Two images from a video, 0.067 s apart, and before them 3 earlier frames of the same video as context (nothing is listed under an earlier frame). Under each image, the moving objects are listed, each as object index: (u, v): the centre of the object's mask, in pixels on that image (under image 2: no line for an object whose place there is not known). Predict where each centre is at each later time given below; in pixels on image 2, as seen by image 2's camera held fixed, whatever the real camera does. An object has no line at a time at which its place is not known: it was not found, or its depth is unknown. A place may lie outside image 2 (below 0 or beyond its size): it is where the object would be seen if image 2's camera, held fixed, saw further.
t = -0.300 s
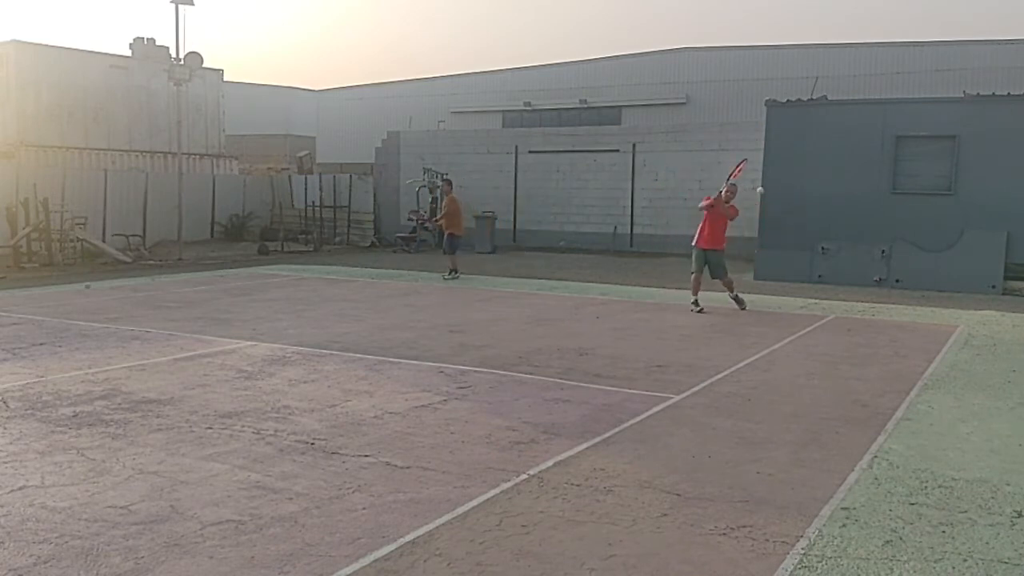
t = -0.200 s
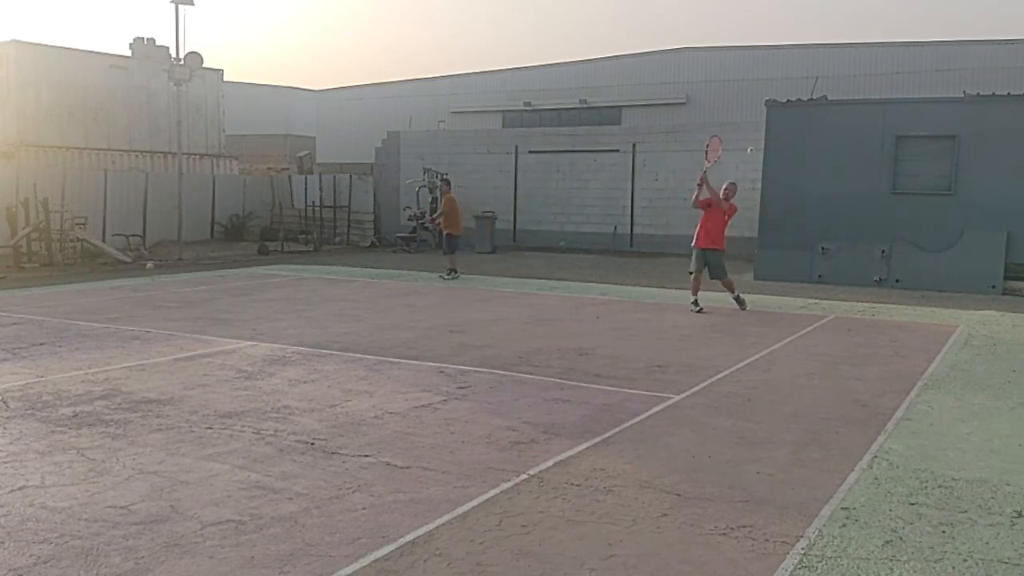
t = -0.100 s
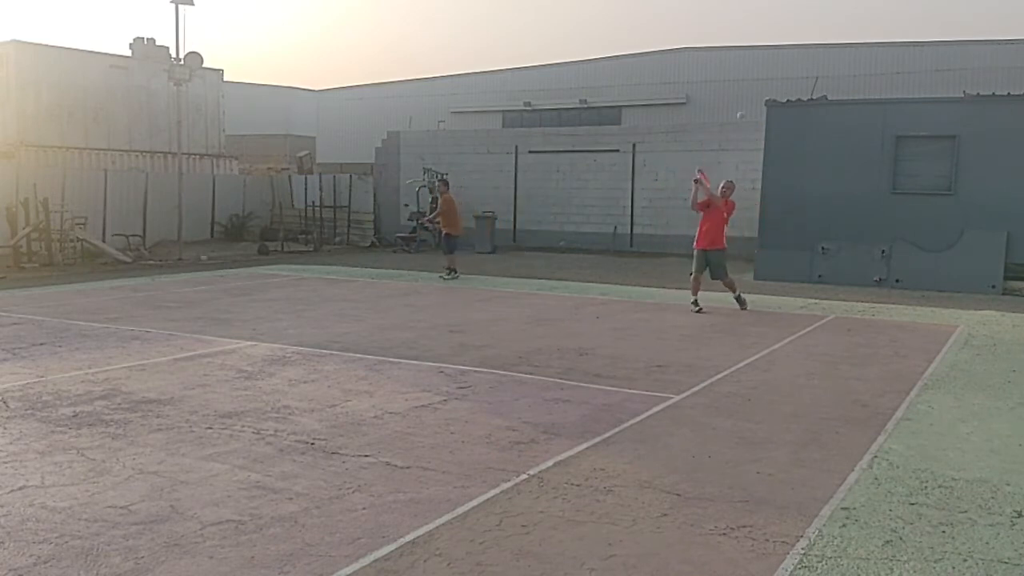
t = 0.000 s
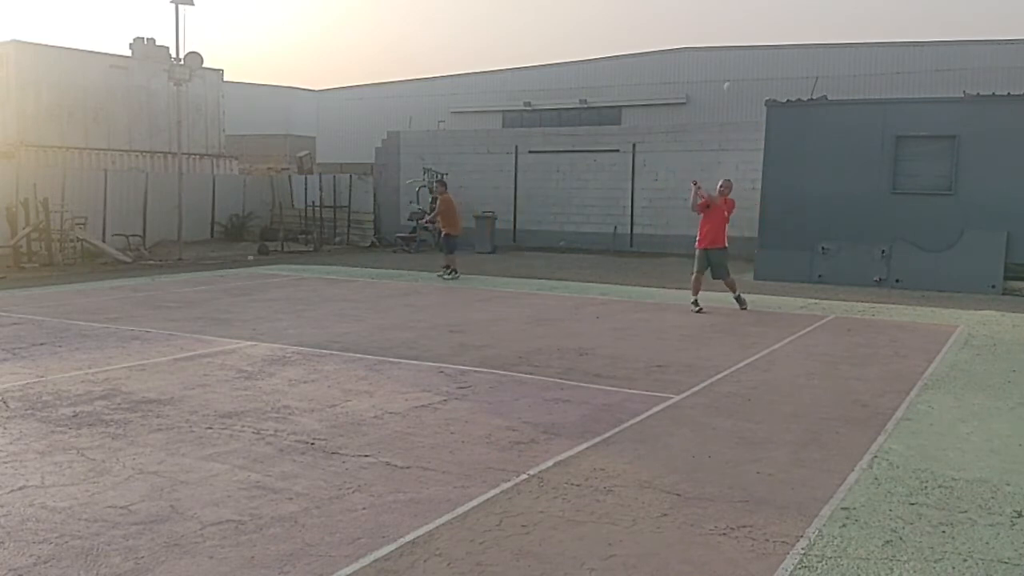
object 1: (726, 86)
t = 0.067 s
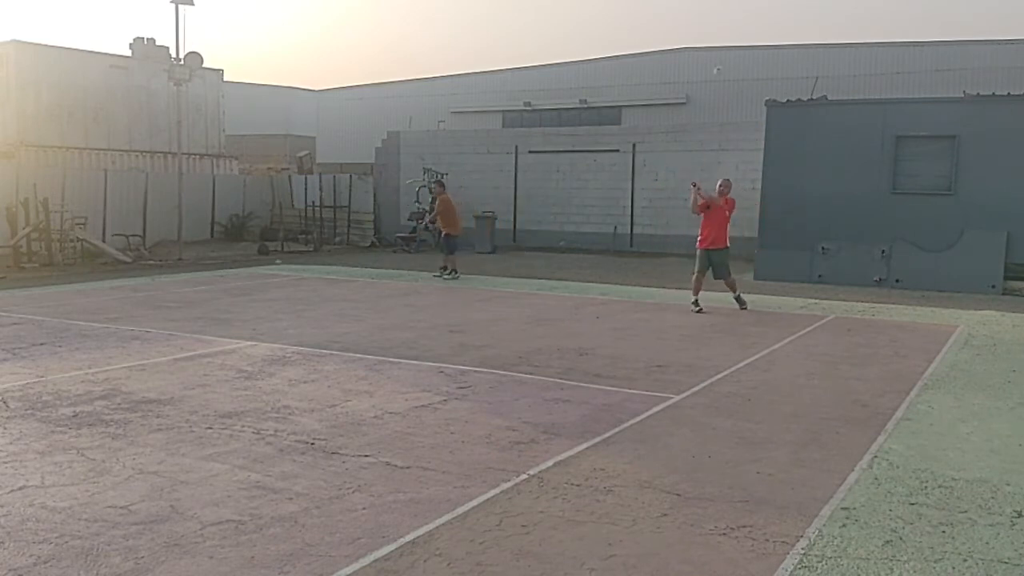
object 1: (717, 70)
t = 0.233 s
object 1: (685, 53)
